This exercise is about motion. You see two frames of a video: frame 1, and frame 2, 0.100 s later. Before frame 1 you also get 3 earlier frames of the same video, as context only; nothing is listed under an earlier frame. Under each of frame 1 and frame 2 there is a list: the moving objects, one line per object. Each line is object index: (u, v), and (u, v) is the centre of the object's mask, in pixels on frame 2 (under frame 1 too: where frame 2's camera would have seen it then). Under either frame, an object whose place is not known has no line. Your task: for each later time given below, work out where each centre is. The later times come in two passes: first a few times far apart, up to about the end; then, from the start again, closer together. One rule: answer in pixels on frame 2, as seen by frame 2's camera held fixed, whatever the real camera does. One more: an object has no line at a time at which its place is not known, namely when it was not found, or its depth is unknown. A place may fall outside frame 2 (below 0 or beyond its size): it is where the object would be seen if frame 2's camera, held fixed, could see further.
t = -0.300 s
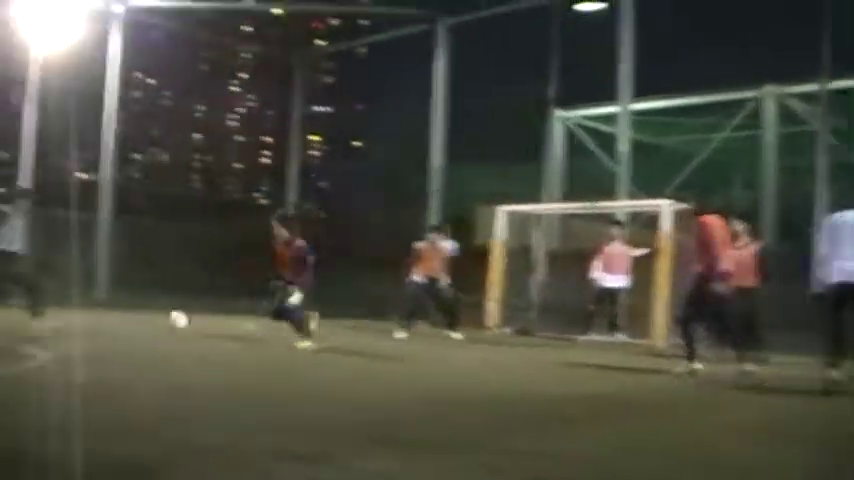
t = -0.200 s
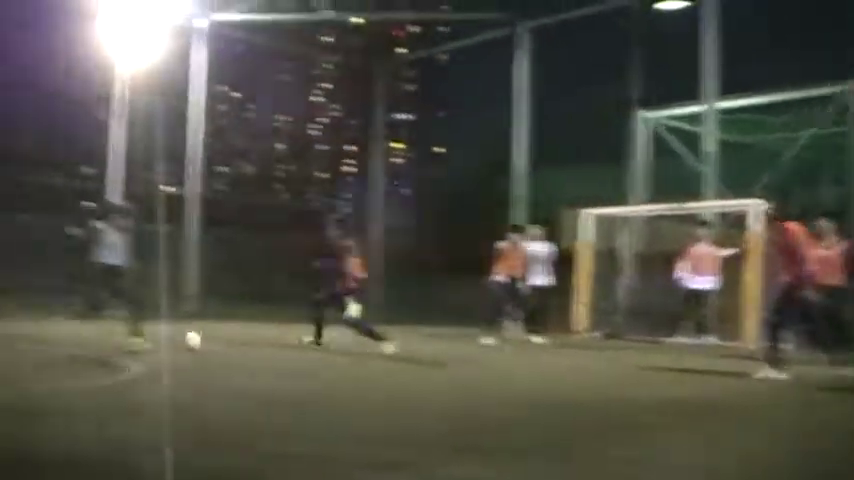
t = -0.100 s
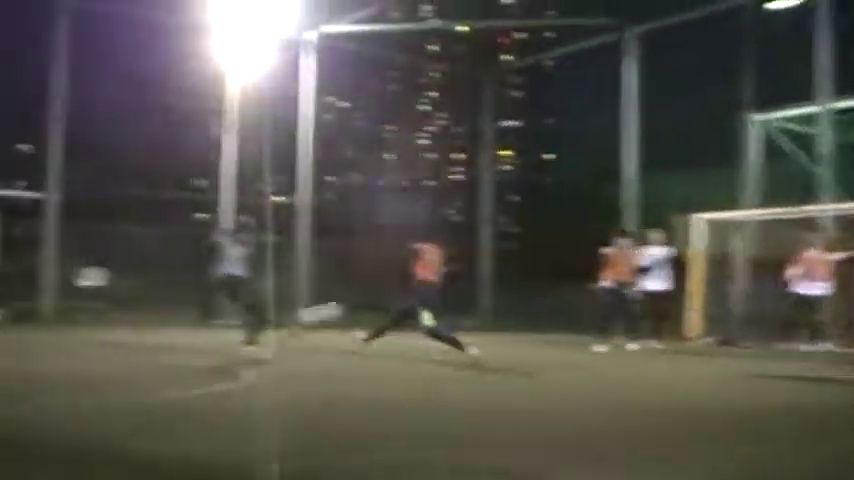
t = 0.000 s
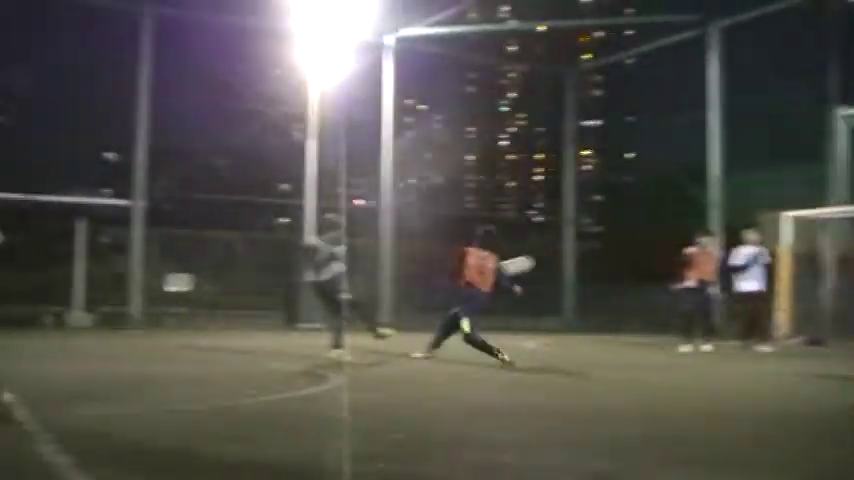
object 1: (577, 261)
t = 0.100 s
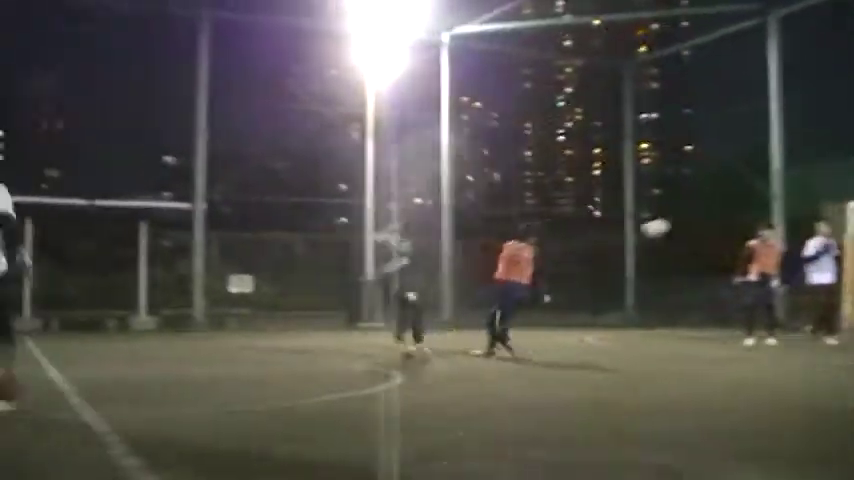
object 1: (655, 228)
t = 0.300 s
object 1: (771, 193)
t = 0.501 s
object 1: (851, 188)
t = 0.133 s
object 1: (679, 219)
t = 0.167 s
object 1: (700, 212)
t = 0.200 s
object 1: (720, 205)
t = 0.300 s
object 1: (771, 193)
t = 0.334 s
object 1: (787, 190)
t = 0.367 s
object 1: (801, 188)
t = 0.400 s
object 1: (815, 187)
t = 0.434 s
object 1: (828, 187)
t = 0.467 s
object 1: (840, 188)
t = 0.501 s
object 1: (851, 188)
